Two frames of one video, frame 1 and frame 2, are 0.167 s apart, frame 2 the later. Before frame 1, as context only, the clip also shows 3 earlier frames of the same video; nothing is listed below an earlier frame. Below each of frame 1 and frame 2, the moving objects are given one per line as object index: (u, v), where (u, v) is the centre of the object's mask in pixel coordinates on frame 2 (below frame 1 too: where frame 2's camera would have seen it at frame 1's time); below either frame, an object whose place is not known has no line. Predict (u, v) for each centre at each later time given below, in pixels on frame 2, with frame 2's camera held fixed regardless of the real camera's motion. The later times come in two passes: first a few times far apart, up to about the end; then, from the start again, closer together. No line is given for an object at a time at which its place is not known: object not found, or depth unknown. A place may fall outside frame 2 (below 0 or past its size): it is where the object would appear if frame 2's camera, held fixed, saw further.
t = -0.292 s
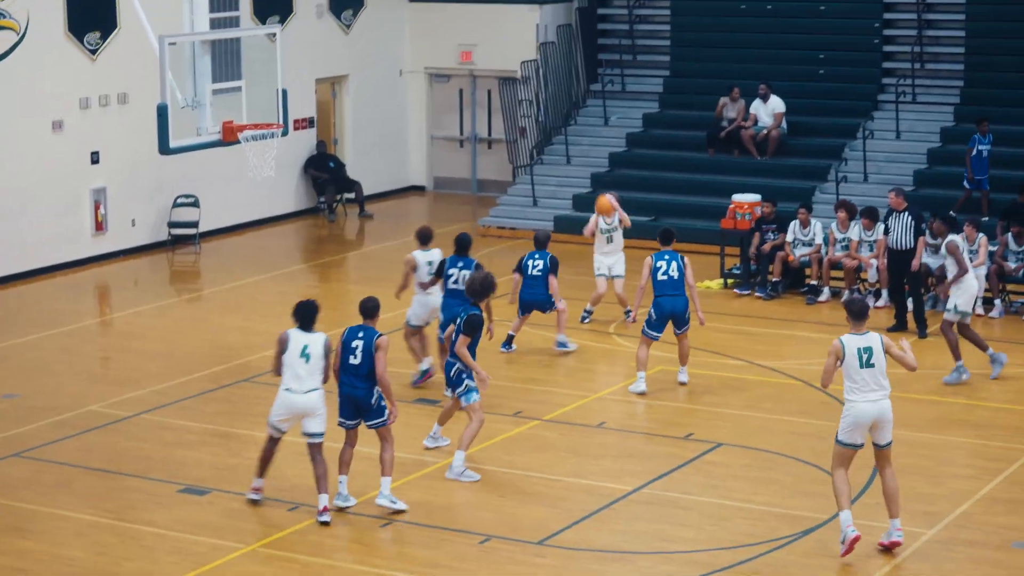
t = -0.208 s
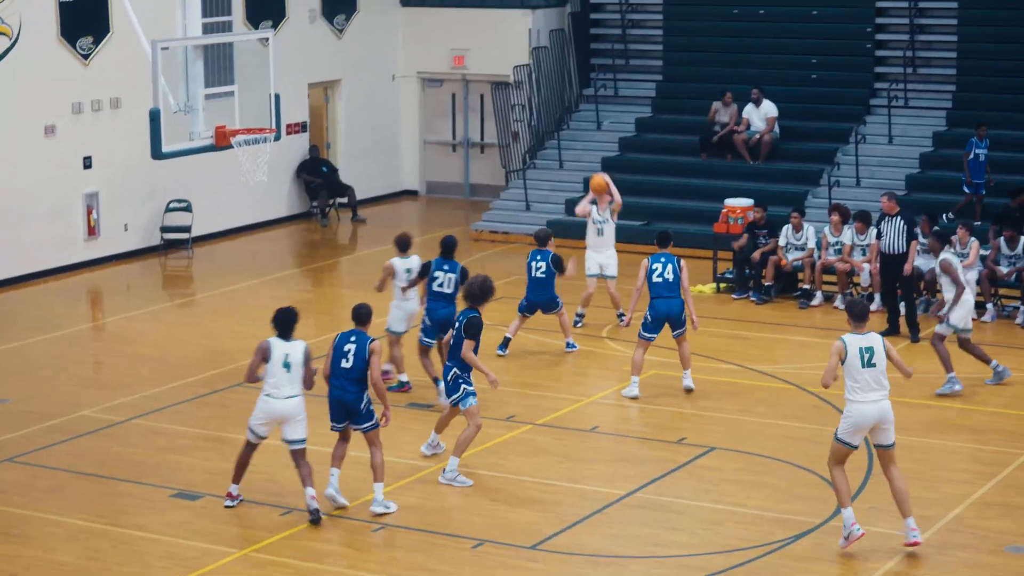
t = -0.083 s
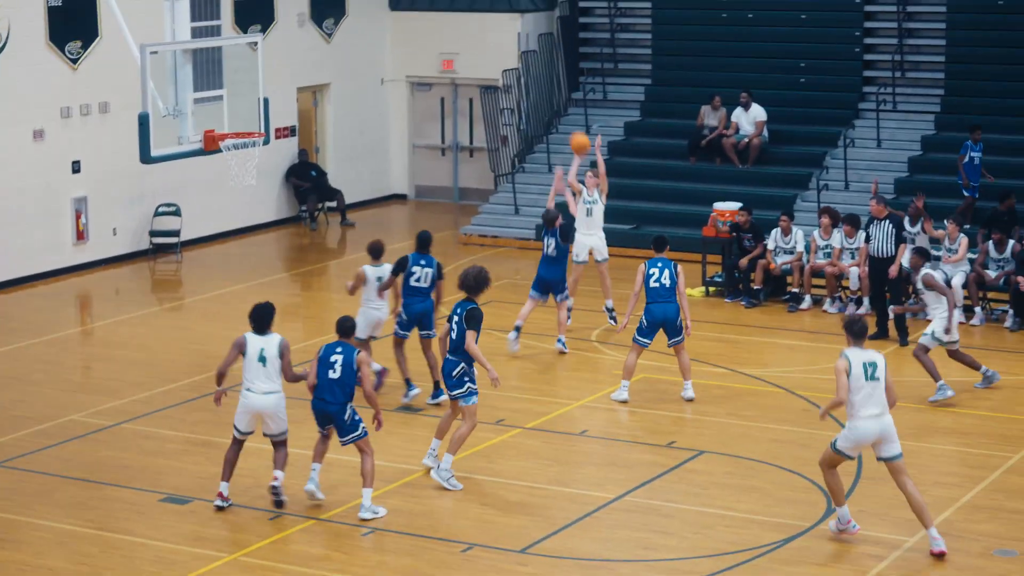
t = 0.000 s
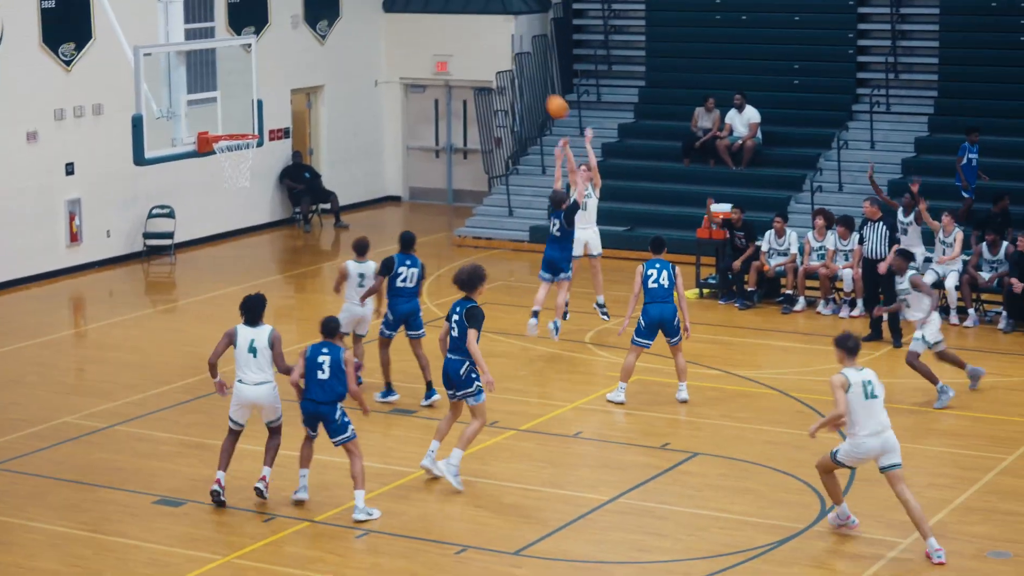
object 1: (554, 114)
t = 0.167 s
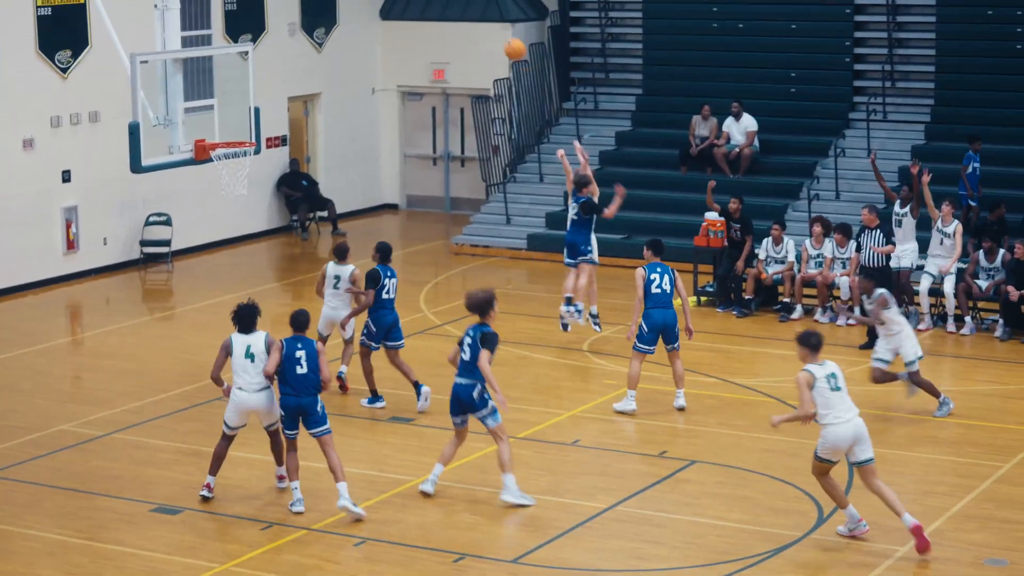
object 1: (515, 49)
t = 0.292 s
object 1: (484, 13)
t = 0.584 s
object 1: (410, -24)
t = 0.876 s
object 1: (328, 17)
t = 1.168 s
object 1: (239, 132)
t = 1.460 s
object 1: (220, 119)
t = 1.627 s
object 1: (251, 147)
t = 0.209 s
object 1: (505, 36)
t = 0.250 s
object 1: (494, 24)
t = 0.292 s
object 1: (484, 13)
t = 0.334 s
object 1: (474, 4)
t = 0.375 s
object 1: (463, -4)
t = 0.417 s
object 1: (453, -10)
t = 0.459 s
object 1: (442, -16)
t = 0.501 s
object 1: (432, -20)
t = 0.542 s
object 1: (421, -23)
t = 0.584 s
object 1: (410, -24)
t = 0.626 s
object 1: (399, -23)
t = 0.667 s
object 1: (387, -21)
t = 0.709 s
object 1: (376, -17)
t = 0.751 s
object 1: (364, -11)
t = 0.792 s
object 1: (352, -4)
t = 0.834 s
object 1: (340, 5)
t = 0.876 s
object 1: (328, 17)
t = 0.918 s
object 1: (317, 28)
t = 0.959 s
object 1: (303, 44)
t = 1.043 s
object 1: (278, 80)
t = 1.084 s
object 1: (265, 101)
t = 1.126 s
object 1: (252, 123)
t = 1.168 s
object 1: (239, 132)
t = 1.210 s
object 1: (226, 127)
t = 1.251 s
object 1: (213, 123)
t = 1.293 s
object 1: (200, 120)
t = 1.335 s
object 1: (198, 117)
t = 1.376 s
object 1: (205, 116)
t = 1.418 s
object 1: (212, 117)
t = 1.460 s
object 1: (220, 119)
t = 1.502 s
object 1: (227, 124)
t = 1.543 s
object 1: (235, 130)
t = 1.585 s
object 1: (243, 137)
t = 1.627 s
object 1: (251, 147)
